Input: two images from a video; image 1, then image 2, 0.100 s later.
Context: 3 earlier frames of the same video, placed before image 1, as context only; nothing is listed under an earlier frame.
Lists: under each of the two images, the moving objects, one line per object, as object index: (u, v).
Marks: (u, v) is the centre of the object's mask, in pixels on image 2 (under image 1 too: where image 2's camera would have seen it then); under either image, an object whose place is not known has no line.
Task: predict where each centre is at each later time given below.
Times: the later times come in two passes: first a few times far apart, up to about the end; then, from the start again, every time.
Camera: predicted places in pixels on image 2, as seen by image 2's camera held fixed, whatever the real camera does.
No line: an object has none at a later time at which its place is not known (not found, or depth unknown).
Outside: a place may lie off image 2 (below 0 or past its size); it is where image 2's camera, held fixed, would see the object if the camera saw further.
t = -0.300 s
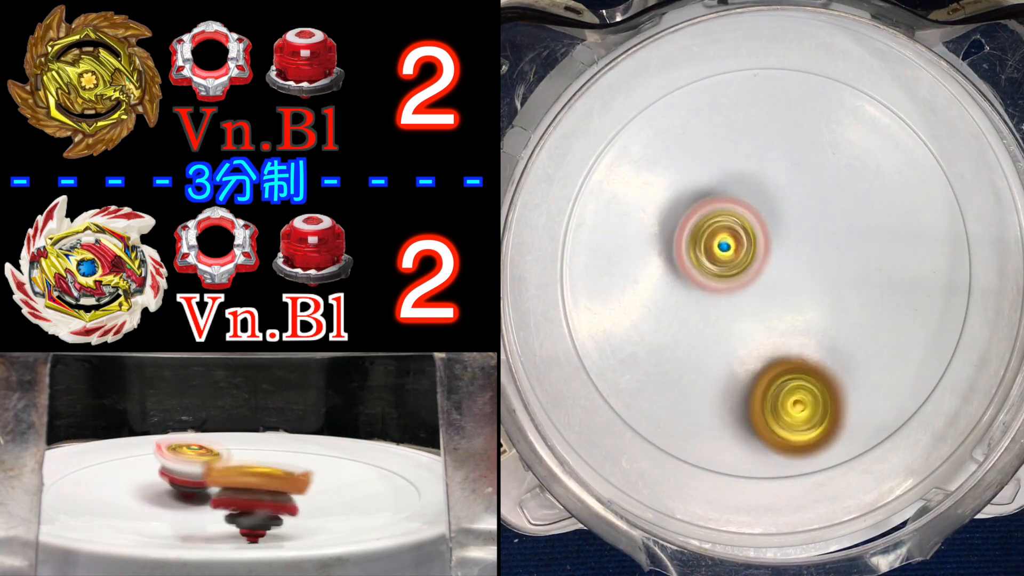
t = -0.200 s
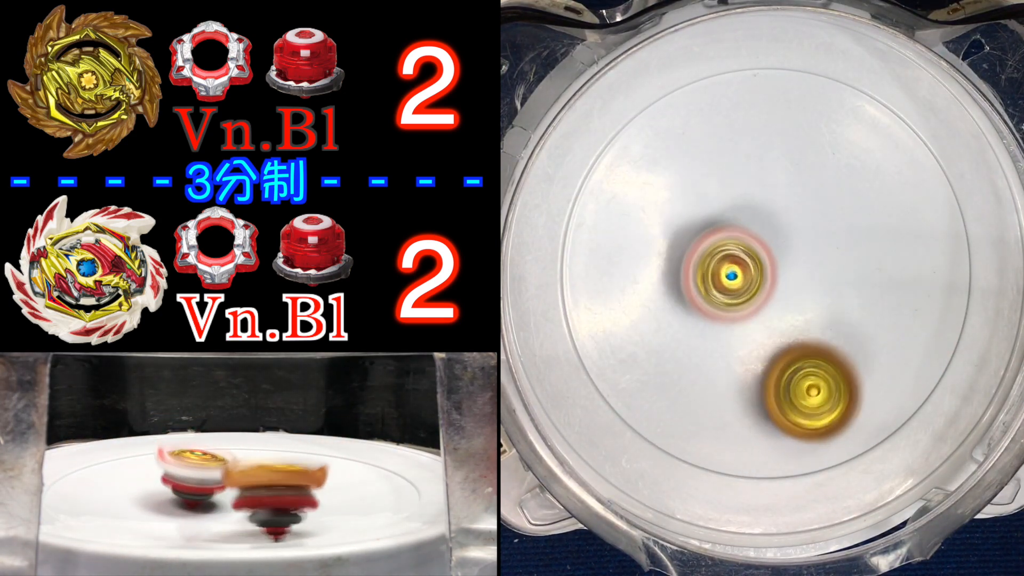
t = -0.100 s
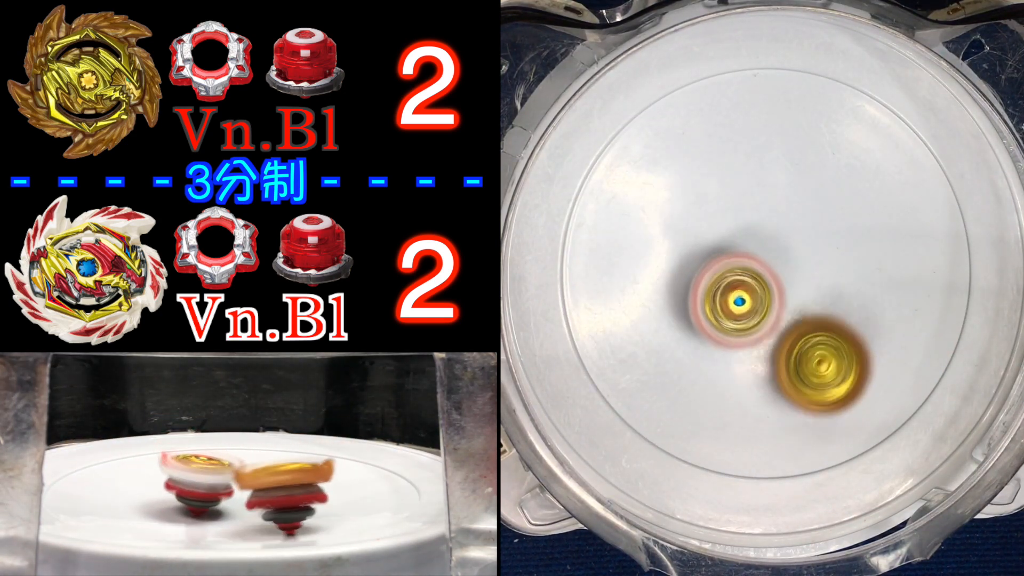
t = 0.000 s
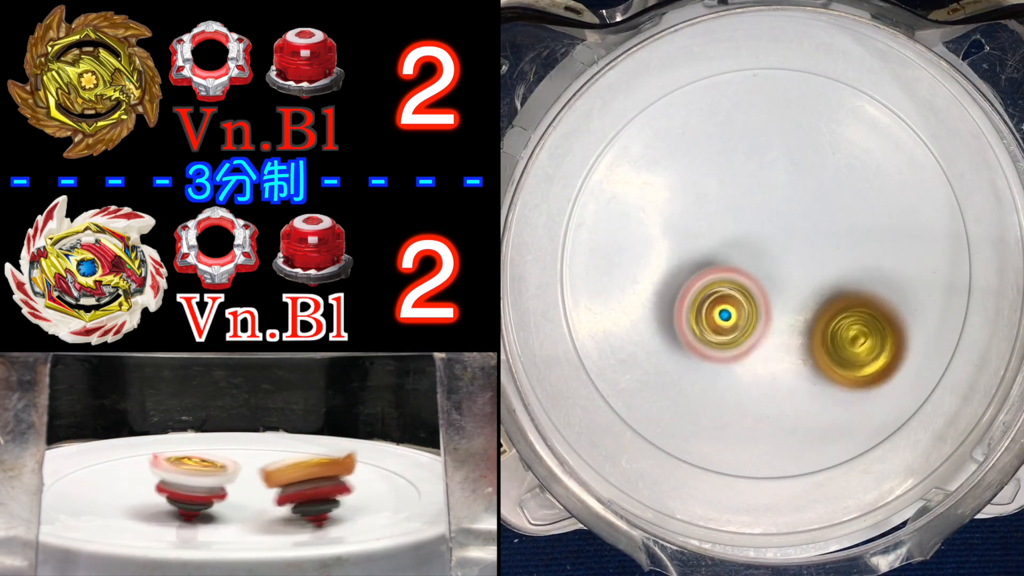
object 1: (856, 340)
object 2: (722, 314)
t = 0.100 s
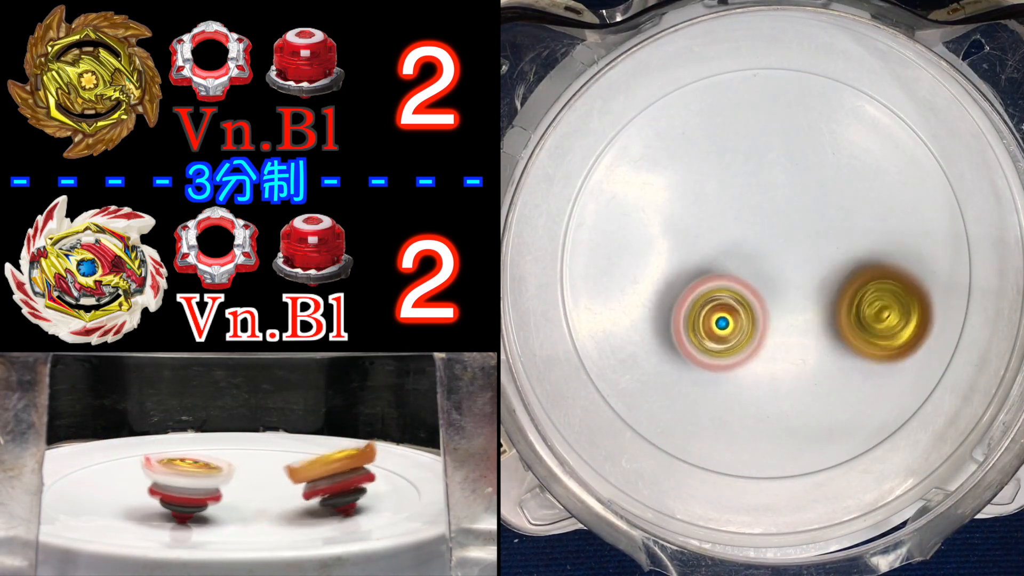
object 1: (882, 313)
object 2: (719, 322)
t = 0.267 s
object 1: (891, 256)
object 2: (733, 324)
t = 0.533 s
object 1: (828, 192)
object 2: (784, 303)
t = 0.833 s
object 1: (715, 179)
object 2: (823, 277)
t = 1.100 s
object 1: (662, 249)
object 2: (825, 258)
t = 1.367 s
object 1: (704, 345)
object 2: (781, 256)
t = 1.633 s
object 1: (787, 385)
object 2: (732, 248)
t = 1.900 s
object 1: (856, 330)
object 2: (738, 251)
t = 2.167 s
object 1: (851, 230)
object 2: (764, 298)
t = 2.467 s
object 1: (766, 179)
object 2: (764, 326)
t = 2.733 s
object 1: (691, 220)
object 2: (784, 298)
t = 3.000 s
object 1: (702, 304)
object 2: (837, 305)
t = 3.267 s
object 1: (774, 338)
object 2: (838, 255)
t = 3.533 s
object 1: (822, 294)
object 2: (789, 196)
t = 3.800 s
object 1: (829, 246)
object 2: (709, 231)
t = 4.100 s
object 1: (807, 262)
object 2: (733, 320)
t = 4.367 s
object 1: (801, 262)
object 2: (819, 405)
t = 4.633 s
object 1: (786, 268)
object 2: (853, 338)
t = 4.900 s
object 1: (754, 263)
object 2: (864, 250)
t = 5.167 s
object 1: (759, 277)
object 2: (859, 247)
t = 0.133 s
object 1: (887, 302)
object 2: (720, 324)
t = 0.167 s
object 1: (891, 291)
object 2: (722, 326)
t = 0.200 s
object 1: (893, 279)
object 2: (725, 326)
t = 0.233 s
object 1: (893, 267)
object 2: (729, 325)
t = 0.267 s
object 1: (891, 256)
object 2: (733, 324)
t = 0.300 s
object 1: (888, 246)
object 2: (738, 322)
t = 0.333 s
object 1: (884, 236)
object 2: (744, 319)
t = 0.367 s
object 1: (878, 227)
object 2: (750, 317)
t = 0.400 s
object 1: (870, 219)
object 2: (756, 314)
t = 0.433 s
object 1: (860, 211)
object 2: (763, 311)
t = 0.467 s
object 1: (850, 204)
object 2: (770, 308)
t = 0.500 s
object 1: (839, 198)
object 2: (777, 305)
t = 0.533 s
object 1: (828, 192)
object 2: (784, 303)
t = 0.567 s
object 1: (815, 187)
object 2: (790, 301)
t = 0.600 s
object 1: (803, 183)
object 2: (795, 298)
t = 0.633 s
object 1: (789, 180)
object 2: (800, 296)
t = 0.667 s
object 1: (776, 177)
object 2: (804, 294)
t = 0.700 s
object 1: (763, 175)
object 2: (808, 290)
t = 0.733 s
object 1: (751, 174)
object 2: (812, 287)
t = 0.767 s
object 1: (738, 174)
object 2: (815, 284)
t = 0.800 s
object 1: (726, 176)
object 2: (819, 280)
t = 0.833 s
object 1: (715, 179)
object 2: (823, 277)
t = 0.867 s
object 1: (704, 183)
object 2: (825, 273)
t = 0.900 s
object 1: (693, 189)
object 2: (827, 270)
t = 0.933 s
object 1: (685, 196)
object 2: (829, 266)
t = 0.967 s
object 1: (677, 205)
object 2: (830, 264)
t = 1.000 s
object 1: (671, 214)
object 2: (830, 262)
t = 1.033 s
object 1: (667, 225)
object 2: (829, 260)
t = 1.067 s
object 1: (664, 236)
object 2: (827, 259)
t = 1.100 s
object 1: (662, 249)
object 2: (825, 258)
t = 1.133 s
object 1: (663, 262)
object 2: (823, 257)
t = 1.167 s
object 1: (666, 274)
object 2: (819, 257)
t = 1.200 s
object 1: (670, 287)
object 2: (814, 256)
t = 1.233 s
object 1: (676, 300)
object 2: (808, 256)
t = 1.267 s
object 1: (682, 312)
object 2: (802, 256)
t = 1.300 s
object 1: (689, 324)
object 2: (795, 256)
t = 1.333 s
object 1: (696, 334)
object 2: (788, 256)
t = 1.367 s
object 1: (704, 345)
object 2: (781, 256)
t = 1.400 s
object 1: (713, 354)
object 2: (773, 255)
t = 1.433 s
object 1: (722, 363)
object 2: (766, 254)
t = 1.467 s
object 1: (732, 371)
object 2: (759, 253)
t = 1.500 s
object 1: (743, 377)
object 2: (753, 252)
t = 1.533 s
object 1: (755, 381)
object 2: (746, 251)
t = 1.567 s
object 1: (766, 384)
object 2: (741, 250)
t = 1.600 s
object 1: (777, 385)
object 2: (736, 249)
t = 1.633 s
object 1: (787, 385)
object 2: (732, 248)
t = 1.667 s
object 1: (798, 383)
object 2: (729, 247)
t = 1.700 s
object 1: (809, 379)
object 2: (727, 245)
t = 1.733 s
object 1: (818, 374)
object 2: (727, 245)
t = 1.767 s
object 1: (828, 368)
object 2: (727, 244)
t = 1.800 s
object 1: (836, 360)
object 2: (729, 245)
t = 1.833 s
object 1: (844, 351)
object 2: (731, 246)
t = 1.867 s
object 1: (850, 341)
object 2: (734, 248)
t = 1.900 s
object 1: (856, 330)
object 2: (738, 251)
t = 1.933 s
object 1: (860, 318)
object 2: (742, 255)
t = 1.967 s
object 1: (863, 305)
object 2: (746, 260)
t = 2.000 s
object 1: (864, 292)
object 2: (750, 266)
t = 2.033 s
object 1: (865, 279)
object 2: (753, 271)
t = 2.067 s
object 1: (863, 266)
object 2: (757, 277)
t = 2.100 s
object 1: (860, 253)
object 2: (760, 284)
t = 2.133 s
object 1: (855, 242)
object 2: (762, 291)
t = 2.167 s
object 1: (851, 230)
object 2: (764, 298)
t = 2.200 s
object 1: (844, 220)
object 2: (766, 304)
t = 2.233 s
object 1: (837, 210)
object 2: (768, 310)
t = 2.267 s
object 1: (828, 201)
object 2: (768, 315)
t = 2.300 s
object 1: (819, 194)
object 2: (768, 319)
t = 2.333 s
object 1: (808, 188)
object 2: (768, 322)
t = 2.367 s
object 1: (797, 184)
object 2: (768, 325)
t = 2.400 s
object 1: (786, 181)
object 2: (767, 326)
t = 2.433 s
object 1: (775, 179)
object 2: (766, 327)
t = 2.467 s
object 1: (766, 179)
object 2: (764, 326)
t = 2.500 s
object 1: (755, 180)
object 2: (763, 323)
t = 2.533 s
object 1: (745, 183)
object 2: (762, 320)
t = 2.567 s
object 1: (735, 188)
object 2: (761, 315)
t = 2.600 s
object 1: (726, 194)
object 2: (761, 310)
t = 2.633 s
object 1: (718, 200)
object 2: (762, 304)
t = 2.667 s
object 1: (711, 208)
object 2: (763, 298)
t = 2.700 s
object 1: (702, 215)
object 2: (769, 295)
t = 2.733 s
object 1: (691, 220)
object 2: (784, 298)
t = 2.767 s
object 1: (683, 228)
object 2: (797, 302)
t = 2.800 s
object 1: (679, 238)
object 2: (808, 305)
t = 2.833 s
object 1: (680, 250)
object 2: (817, 307)
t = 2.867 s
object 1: (682, 262)
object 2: (824, 308)
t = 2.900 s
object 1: (685, 274)
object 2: (829, 308)
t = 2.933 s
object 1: (690, 285)
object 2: (832, 307)
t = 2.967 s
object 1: (695, 295)
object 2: (835, 306)
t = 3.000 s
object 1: (702, 304)
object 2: (837, 305)
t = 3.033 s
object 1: (711, 312)
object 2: (838, 303)
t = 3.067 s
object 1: (719, 319)
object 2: (839, 301)
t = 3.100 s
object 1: (729, 324)
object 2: (838, 298)
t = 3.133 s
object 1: (740, 329)
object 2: (837, 294)
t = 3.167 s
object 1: (749, 332)
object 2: (838, 284)
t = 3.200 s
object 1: (756, 336)
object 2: (839, 274)
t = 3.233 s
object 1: (765, 337)
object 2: (839, 264)
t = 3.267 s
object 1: (774, 338)
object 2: (838, 255)
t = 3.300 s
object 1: (784, 336)
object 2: (836, 247)
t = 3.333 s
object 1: (792, 333)
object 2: (832, 238)
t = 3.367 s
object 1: (799, 328)
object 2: (828, 230)
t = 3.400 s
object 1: (807, 324)
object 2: (821, 219)
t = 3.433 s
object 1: (813, 320)
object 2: (814, 210)
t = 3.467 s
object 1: (817, 312)
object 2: (805, 203)
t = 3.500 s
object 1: (821, 303)
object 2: (797, 198)
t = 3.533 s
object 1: (822, 294)
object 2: (789, 196)
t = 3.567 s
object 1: (821, 285)
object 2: (780, 194)
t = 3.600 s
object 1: (821, 276)
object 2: (772, 193)
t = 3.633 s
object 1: (822, 271)
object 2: (763, 193)
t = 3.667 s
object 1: (821, 265)
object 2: (753, 196)
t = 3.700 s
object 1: (820, 259)
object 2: (745, 202)
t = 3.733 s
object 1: (817, 254)
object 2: (738, 210)
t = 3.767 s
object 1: (816, 249)
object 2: (729, 219)
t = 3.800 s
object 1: (829, 246)
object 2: (709, 231)
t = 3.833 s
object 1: (836, 243)
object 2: (695, 245)
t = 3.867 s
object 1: (842, 237)
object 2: (687, 258)
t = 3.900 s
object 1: (842, 236)
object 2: (687, 270)
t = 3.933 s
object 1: (838, 236)
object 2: (690, 279)
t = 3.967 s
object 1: (832, 239)
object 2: (695, 289)
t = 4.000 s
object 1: (825, 244)
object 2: (702, 297)
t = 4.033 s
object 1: (820, 249)
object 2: (714, 309)
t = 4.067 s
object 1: (814, 256)
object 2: (723, 316)
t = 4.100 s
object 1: (807, 262)
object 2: (733, 320)
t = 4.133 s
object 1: (805, 265)
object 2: (743, 330)
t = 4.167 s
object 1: (805, 254)
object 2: (751, 351)
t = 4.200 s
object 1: (805, 248)
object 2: (762, 370)
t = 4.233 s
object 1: (801, 246)
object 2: (774, 382)
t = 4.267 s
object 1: (798, 247)
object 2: (786, 393)
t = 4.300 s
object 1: (797, 252)
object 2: (798, 400)
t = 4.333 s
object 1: (799, 257)
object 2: (809, 404)
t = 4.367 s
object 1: (801, 262)
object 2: (819, 405)
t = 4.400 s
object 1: (802, 265)
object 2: (826, 404)
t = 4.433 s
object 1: (803, 268)
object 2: (832, 400)
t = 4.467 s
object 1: (804, 271)
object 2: (835, 393)
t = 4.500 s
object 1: (806, 274)
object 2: (836, 384)
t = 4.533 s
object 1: (806, 277)
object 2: (835, 373)
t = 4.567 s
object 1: (804, 277)
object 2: (837, 365)
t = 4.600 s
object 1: (796, 275)
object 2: (845, 349)
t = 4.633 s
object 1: (786, 268)
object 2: (853, 338)
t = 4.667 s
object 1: (778, 264)
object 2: (858, 326)
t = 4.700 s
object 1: (772, 261)
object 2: (863, 313)
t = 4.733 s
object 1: (766, 259)
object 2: (865, 299)
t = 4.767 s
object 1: (763, 258)
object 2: (867, 287)
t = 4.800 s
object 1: (759, 259)
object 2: (868, 277)
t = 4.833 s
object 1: (757, 261)
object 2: (868, 267)
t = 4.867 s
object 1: (755, 261)
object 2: (866, 257)
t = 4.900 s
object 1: (754, 263)
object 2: (864, 250)
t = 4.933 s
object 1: (753, 264)
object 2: (862, 248)
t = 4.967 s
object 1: (752, 266)
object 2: (861, 248)
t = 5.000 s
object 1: (752, 268)
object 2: (859, 247)
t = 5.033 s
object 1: (752, 270)
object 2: (859, 247)
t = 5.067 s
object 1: (753, 272)
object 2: (859, 247)
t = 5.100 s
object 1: (755, 274)
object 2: (859, 247)
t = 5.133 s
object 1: (757, 275)
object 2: (859, 247)
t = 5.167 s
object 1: (759, 277)
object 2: (859, 247)
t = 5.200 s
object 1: (761, 276)
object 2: (859, 247)
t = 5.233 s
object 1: (764, 277)
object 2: (859, 247)
